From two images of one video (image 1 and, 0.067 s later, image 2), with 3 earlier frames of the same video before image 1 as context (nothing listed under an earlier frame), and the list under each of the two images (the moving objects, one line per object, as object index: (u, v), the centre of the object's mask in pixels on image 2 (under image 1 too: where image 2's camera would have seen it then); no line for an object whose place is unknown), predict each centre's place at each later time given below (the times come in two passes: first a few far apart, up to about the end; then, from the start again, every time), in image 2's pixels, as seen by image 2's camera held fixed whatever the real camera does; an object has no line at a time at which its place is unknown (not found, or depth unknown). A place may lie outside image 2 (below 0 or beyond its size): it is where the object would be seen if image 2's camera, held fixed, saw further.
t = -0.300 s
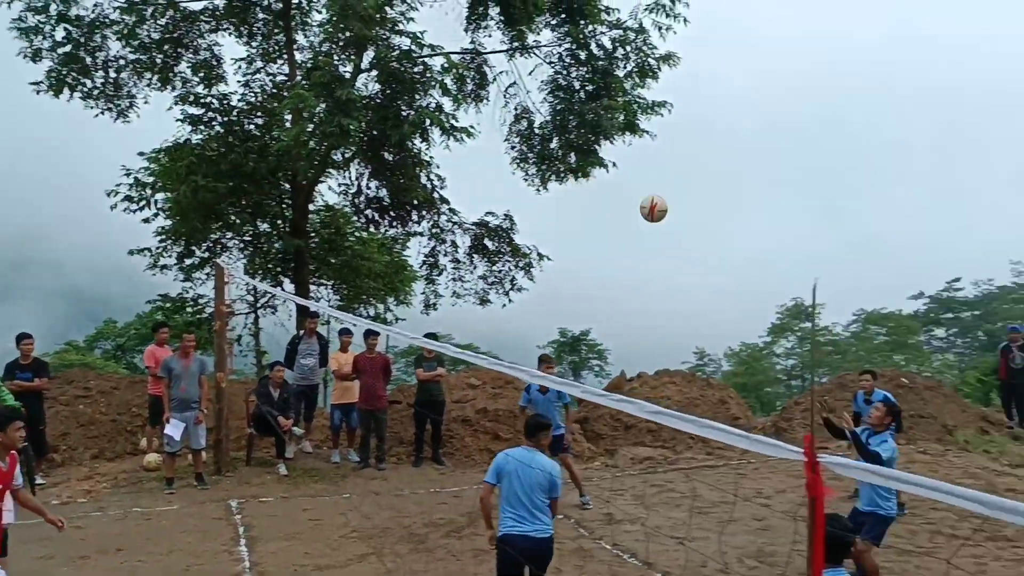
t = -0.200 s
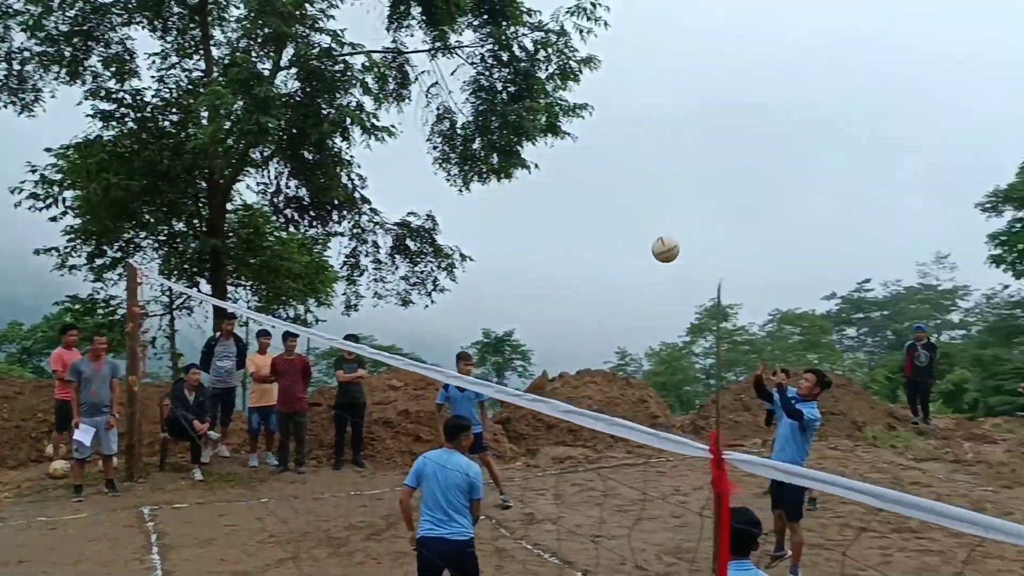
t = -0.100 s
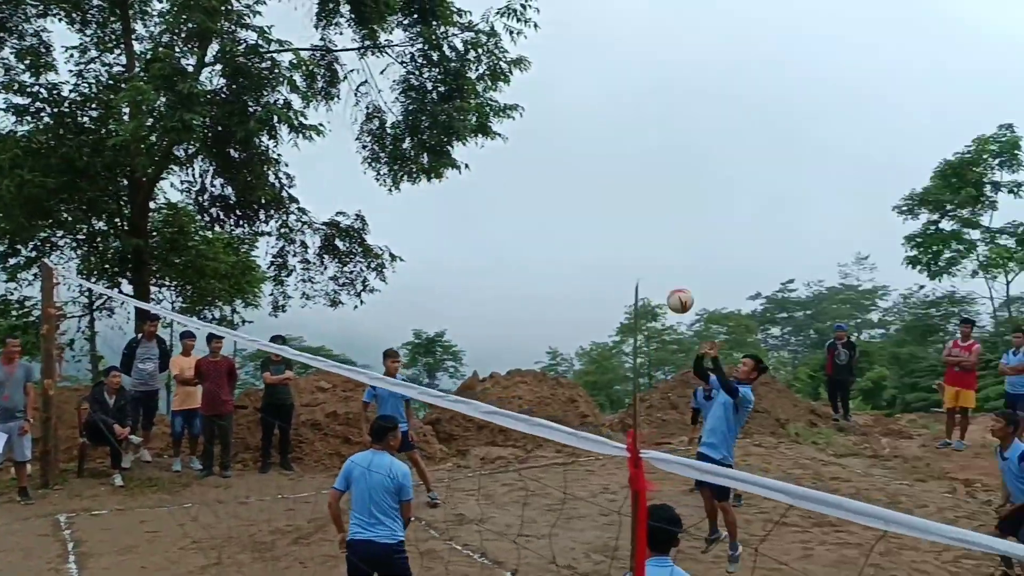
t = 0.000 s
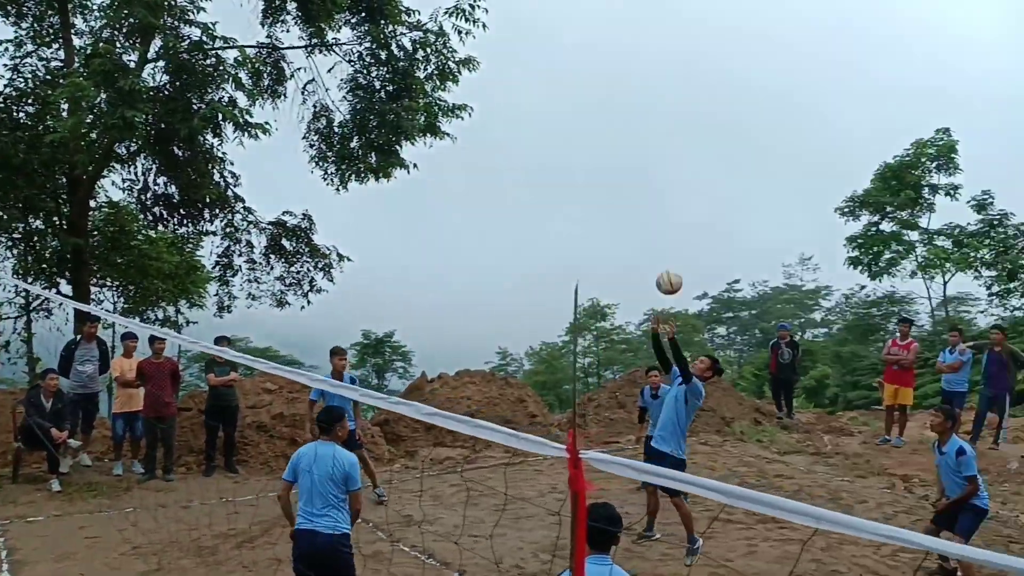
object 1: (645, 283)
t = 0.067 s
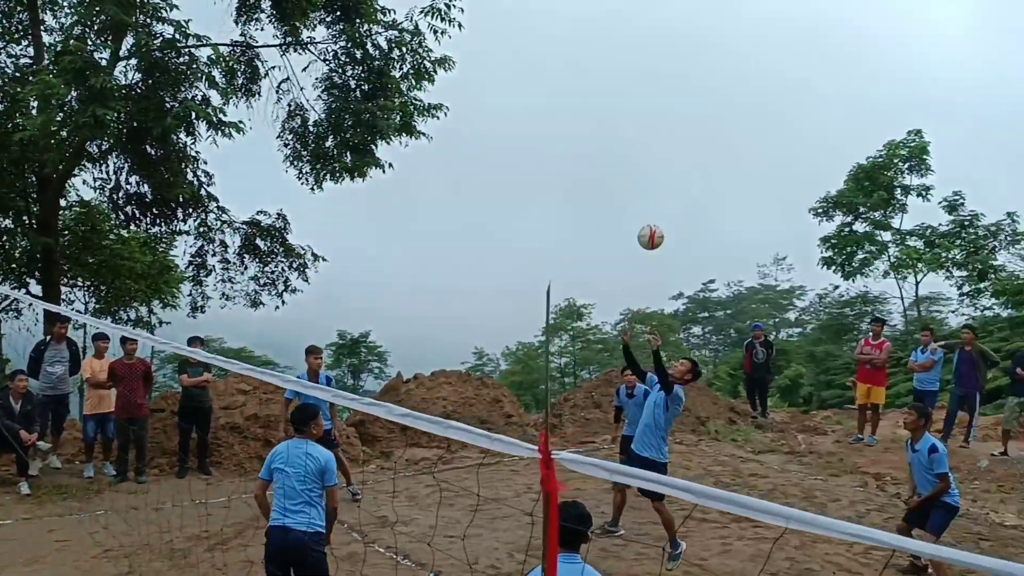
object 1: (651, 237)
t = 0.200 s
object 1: (661, 158)
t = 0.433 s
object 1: (682, 70)
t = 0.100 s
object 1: (653, 216)
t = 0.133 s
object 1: (655, 195)
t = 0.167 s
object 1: (658, 176)
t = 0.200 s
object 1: (661, 158)
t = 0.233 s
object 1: (665, 142)
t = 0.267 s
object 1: (667, 128)
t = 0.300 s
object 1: (670, 114)
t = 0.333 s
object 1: (672, 101)
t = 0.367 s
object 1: (676, 89)
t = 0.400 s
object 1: (679, 79)
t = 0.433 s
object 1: (682, 70)
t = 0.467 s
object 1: (685, 64)
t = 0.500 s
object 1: (687, 58)
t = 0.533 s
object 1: (689, 54)
